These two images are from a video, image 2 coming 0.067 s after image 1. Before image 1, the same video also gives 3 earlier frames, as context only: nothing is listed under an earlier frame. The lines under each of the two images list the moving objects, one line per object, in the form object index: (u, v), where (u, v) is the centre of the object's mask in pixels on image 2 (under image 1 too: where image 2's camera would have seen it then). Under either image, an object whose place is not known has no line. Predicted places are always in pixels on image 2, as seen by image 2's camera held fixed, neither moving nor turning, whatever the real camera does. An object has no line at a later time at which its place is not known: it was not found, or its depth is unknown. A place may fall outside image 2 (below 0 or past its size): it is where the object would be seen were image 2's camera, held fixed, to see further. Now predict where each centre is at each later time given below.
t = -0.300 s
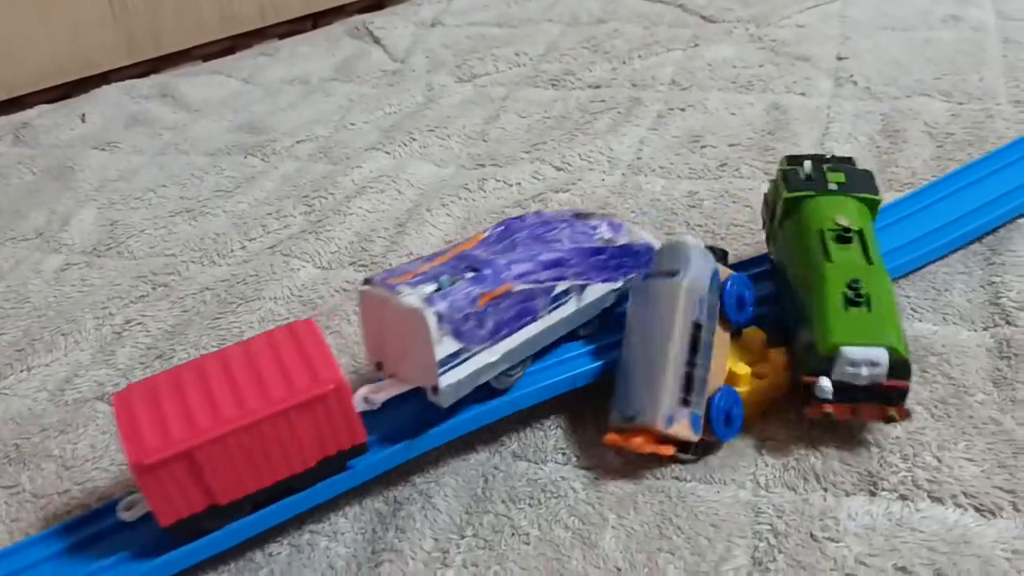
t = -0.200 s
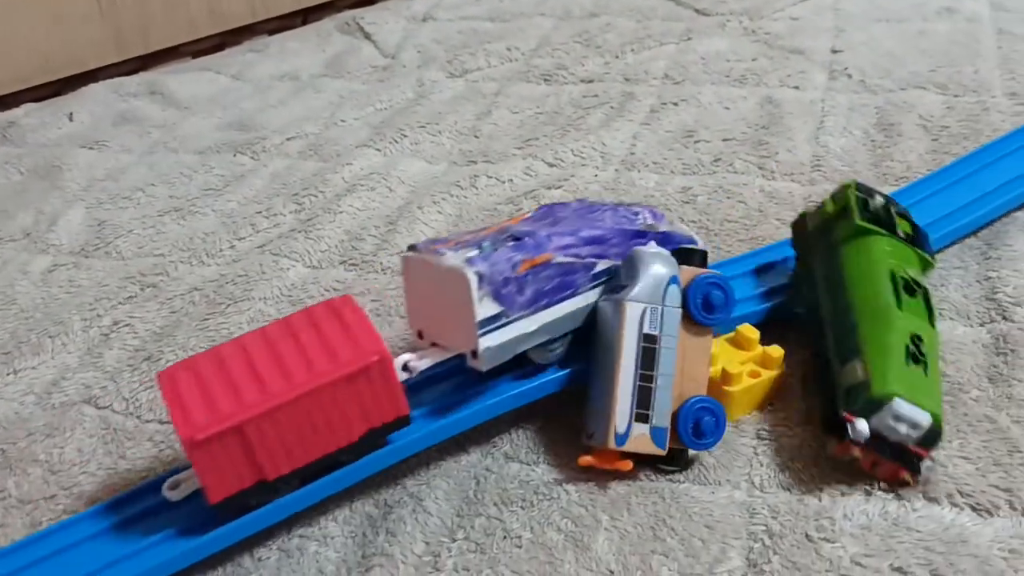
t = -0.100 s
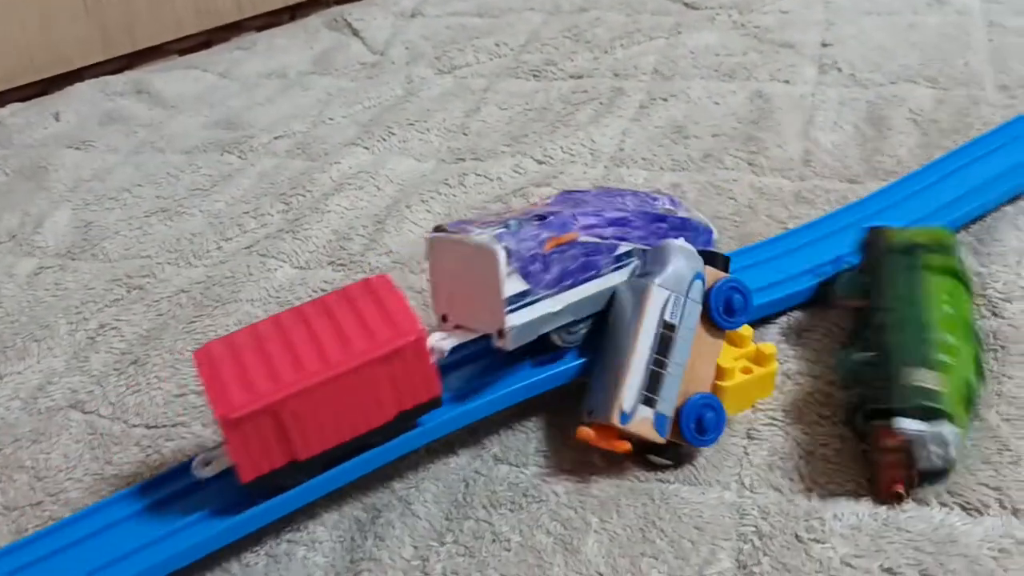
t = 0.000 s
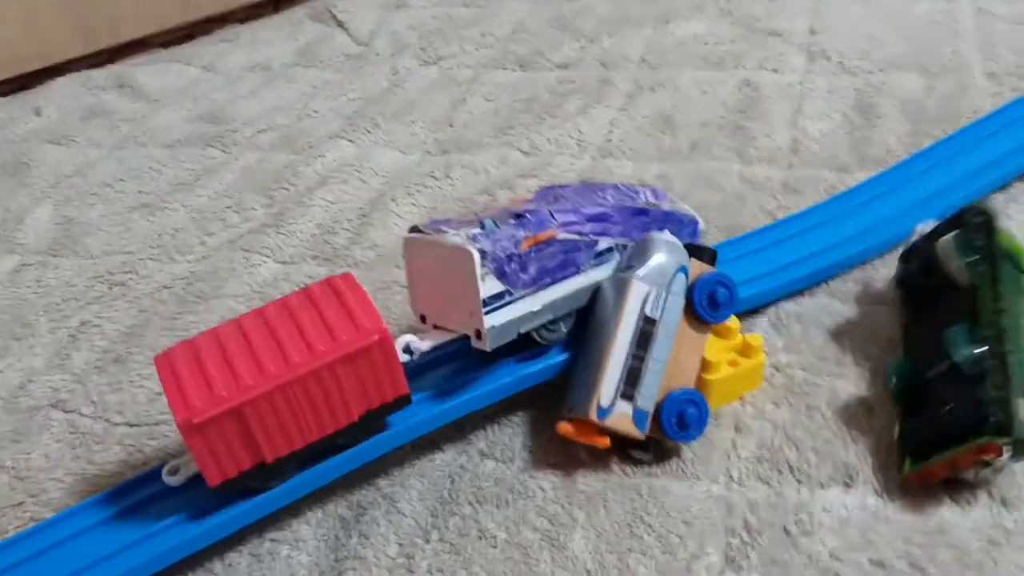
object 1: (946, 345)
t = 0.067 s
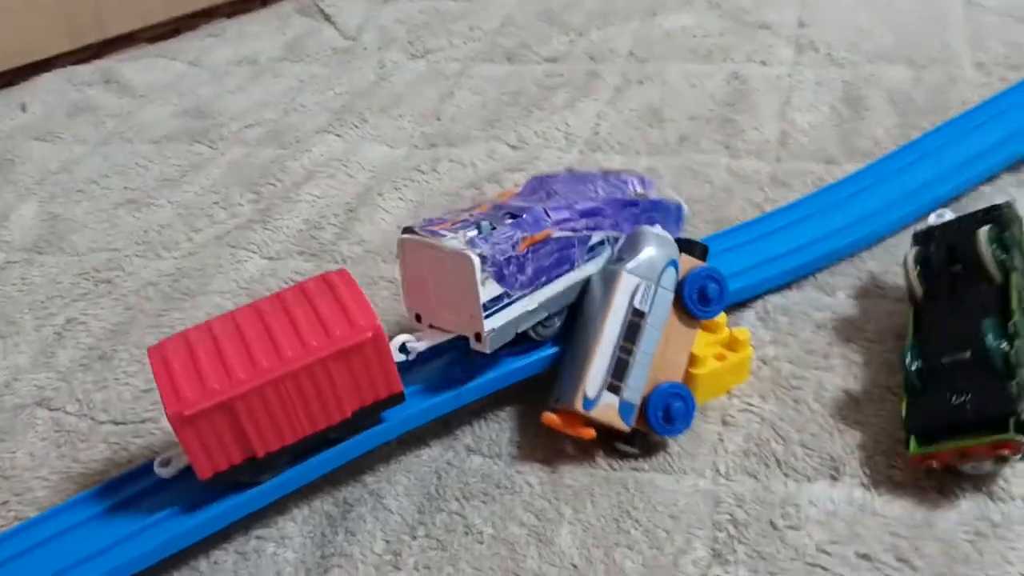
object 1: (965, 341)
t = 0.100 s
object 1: (974, 341)
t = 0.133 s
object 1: (980, 341)
